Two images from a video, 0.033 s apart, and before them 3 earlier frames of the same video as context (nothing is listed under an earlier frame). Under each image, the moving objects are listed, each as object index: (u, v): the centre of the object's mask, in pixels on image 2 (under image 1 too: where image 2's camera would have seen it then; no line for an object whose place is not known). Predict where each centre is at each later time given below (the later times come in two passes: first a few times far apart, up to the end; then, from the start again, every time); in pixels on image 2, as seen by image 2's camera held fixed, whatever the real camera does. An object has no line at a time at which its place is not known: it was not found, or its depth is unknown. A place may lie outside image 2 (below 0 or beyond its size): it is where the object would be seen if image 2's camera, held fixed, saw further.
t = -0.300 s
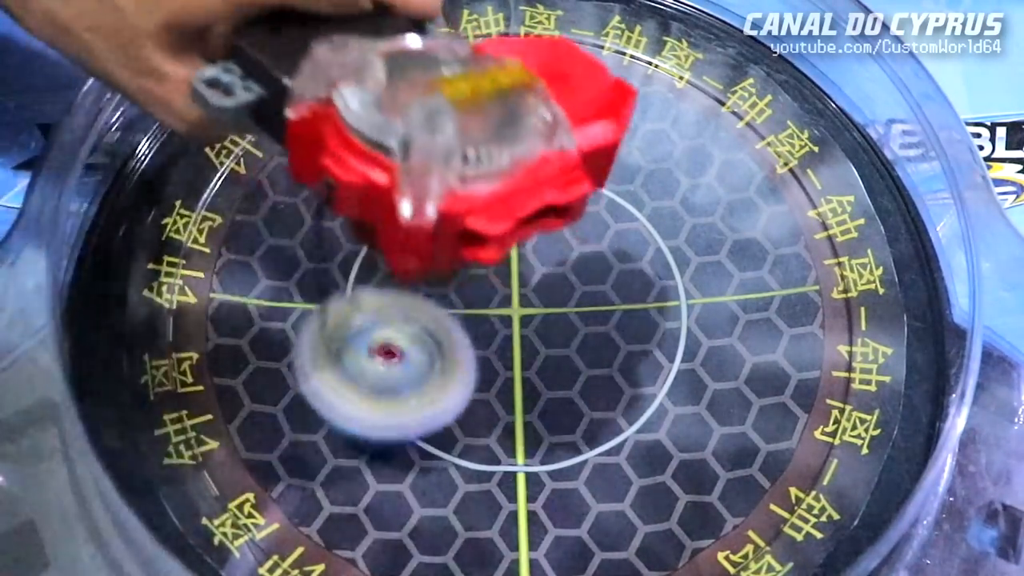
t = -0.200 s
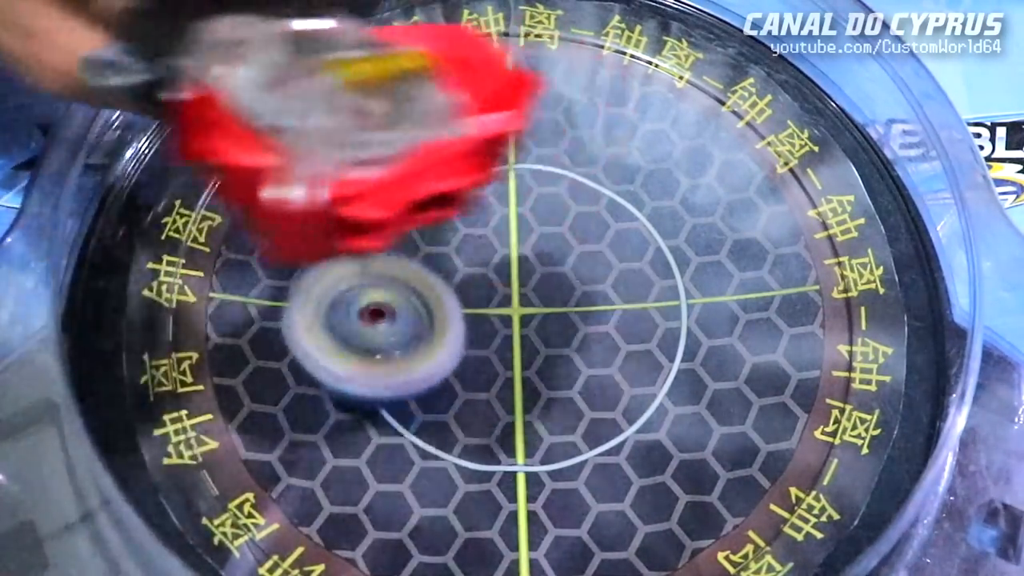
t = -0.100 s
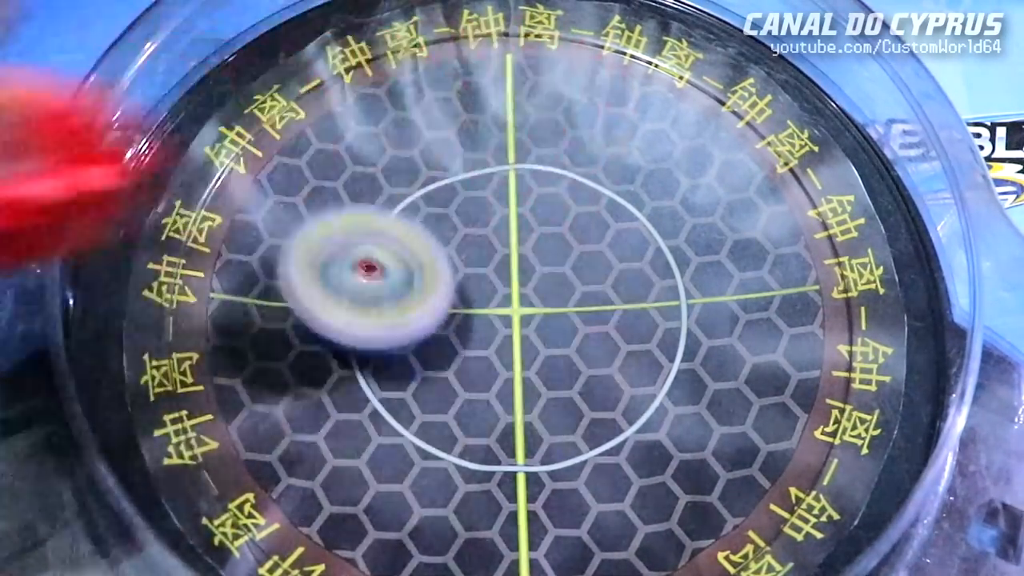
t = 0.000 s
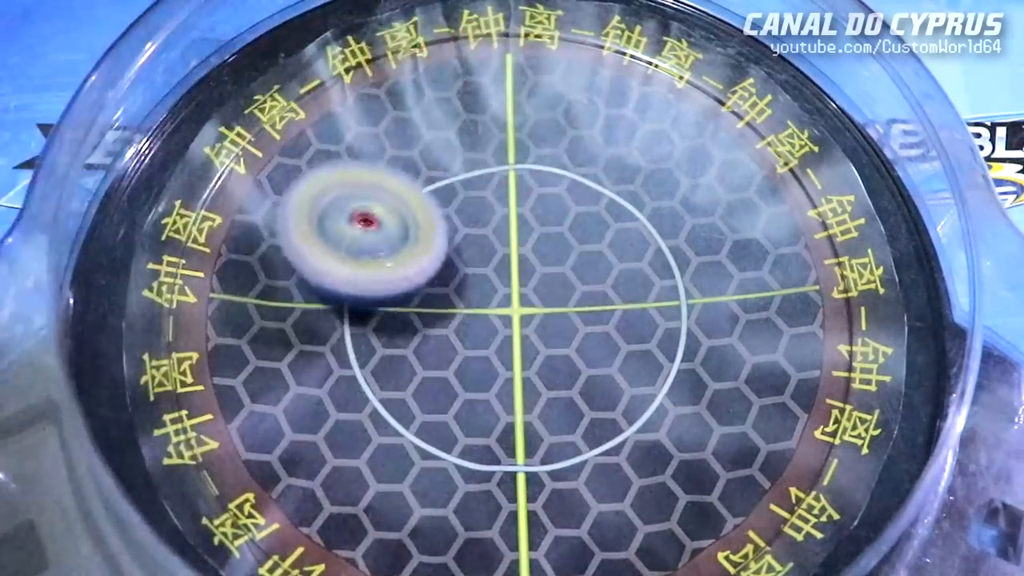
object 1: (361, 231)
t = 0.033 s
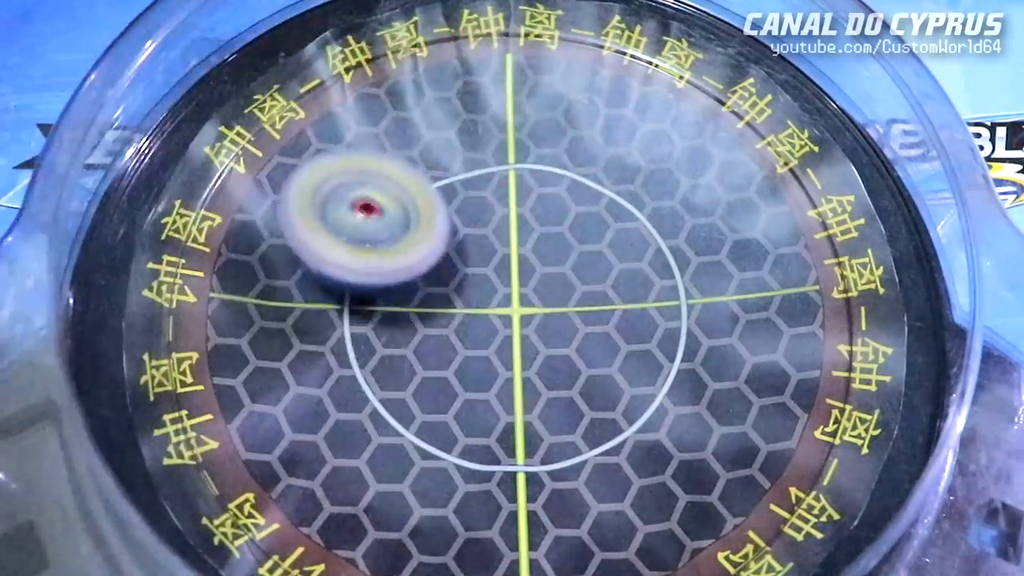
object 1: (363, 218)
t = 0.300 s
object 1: (418, 217)
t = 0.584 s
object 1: (496, 254)
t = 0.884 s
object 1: (499, 177)
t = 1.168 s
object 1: (437, 158)
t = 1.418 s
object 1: (447, 154)
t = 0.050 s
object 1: (364, 216)
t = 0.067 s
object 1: (366, 208)
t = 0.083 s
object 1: (368, 204)
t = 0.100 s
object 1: (370, 202)
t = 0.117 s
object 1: (373, 202)
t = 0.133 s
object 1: (375, 198)
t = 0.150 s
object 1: (378, 195)
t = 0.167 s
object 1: (382, 198)
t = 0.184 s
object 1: (385, 198)
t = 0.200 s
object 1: (389, 197)
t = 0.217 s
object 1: (394, 198)
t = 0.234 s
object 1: (399, 203)
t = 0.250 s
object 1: (403, 201)
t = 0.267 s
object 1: (407, 202)
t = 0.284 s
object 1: (411, 207)
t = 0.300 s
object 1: (418, 217)
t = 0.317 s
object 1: (423, 225)
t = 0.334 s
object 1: (428, 226)
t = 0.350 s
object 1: (434, 228)
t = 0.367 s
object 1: (440, 234)
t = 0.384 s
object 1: (444, 234)
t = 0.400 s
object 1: (449, 235)
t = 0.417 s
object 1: (454, 238)
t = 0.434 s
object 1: (459, 243)
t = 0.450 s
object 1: (463, 242)
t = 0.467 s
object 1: (469, 242)
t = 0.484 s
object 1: (472, 246)
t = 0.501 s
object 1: (477, 253)
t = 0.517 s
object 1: (482, 253)
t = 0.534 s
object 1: (486, 251)
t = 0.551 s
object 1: (490, 252)
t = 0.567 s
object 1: (493, 256)
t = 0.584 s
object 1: (496, 254)
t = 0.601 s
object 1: (500, 249)
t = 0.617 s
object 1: (501, 247)
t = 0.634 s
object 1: (504, 249)
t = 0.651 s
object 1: (508, 249)
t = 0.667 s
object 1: (510, 241)
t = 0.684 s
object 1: (513, 238)
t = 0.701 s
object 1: (515, 236)
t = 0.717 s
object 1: (514, 227)
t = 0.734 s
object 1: (514, 220)
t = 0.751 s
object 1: (513, 217)
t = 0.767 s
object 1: (513, 217)
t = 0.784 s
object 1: (512, 211)
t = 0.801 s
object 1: (511, 203)
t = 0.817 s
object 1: (511, 199)
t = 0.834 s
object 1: (508, 195)
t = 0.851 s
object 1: (505, 185)
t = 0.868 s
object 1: (502, 178)
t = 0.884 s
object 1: (499, 177)
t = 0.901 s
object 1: (494, 173)
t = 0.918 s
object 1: (488, 167)
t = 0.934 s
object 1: (483, 164)
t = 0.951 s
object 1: (478, 166)
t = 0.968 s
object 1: (474, 165)
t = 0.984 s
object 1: (469, 164)
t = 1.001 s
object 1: (466, 166)
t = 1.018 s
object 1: (461, 165)
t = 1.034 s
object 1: (458, 164)
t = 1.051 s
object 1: (454, 164)
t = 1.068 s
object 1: (451, 163)
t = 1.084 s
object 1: (449, 162)
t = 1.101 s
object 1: (445, 161)
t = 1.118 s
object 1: (443, 161)
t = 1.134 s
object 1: (441, 160)
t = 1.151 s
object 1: (439, 159)
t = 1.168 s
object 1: (437, 158)
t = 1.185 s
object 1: (436, 158)
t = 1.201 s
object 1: (436, 158)
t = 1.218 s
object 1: (435, 158)
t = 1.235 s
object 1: (434, 158)
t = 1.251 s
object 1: (434, 159)
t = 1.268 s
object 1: (434, 159)
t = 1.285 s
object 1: (434, 158)
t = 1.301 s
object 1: (435, 158)
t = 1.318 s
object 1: (437, 157)
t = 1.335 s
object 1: (438, 156)
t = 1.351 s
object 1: (439, 155)
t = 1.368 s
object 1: (442, 155)
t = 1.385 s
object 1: (444, 154)
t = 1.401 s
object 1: (446, 154)
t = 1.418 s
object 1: (447, 154)
